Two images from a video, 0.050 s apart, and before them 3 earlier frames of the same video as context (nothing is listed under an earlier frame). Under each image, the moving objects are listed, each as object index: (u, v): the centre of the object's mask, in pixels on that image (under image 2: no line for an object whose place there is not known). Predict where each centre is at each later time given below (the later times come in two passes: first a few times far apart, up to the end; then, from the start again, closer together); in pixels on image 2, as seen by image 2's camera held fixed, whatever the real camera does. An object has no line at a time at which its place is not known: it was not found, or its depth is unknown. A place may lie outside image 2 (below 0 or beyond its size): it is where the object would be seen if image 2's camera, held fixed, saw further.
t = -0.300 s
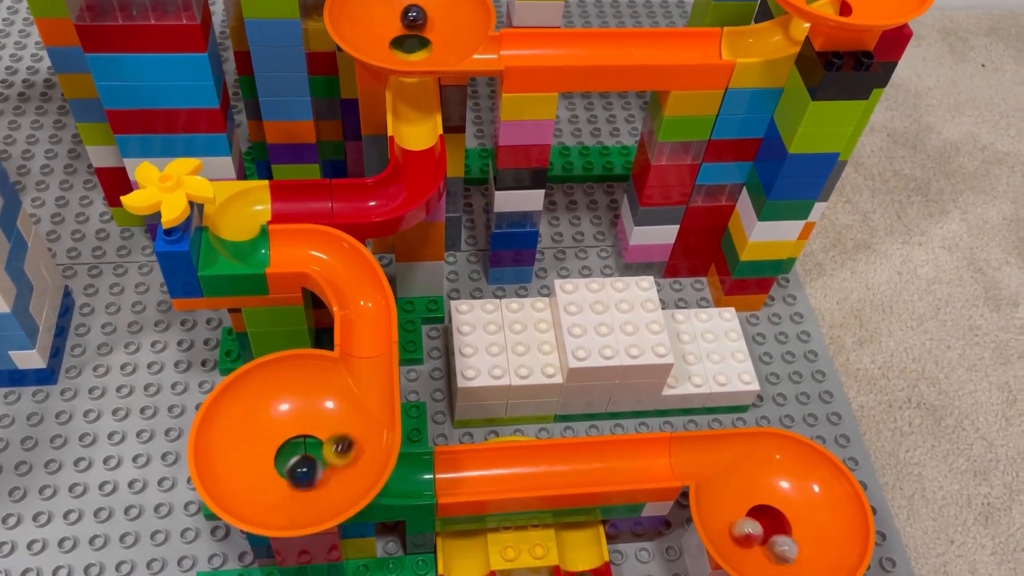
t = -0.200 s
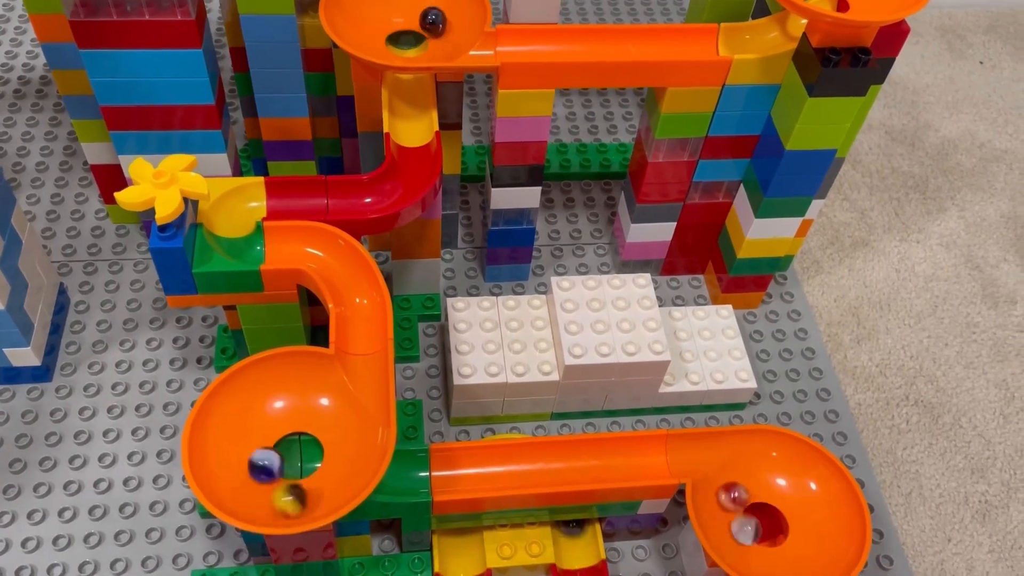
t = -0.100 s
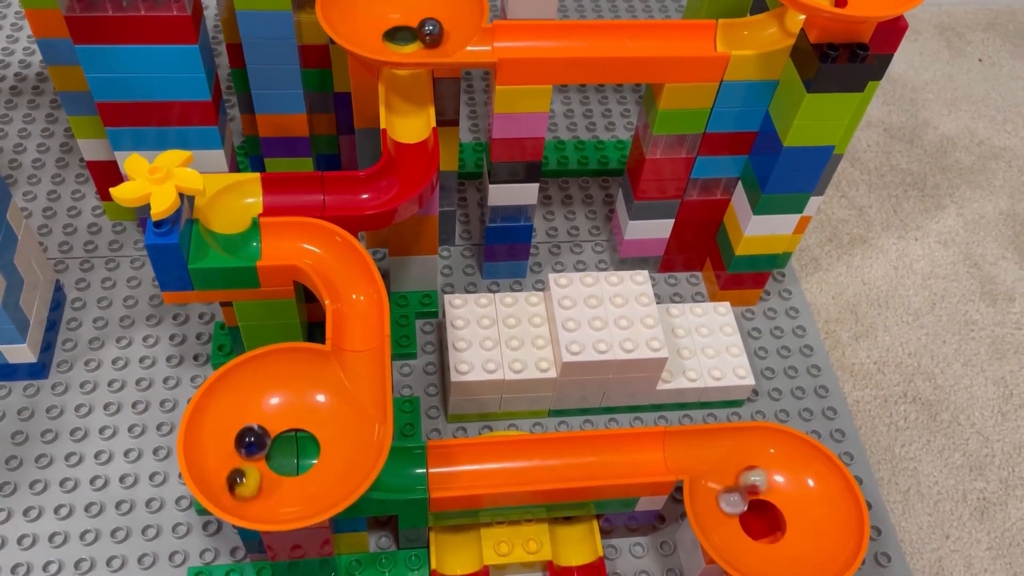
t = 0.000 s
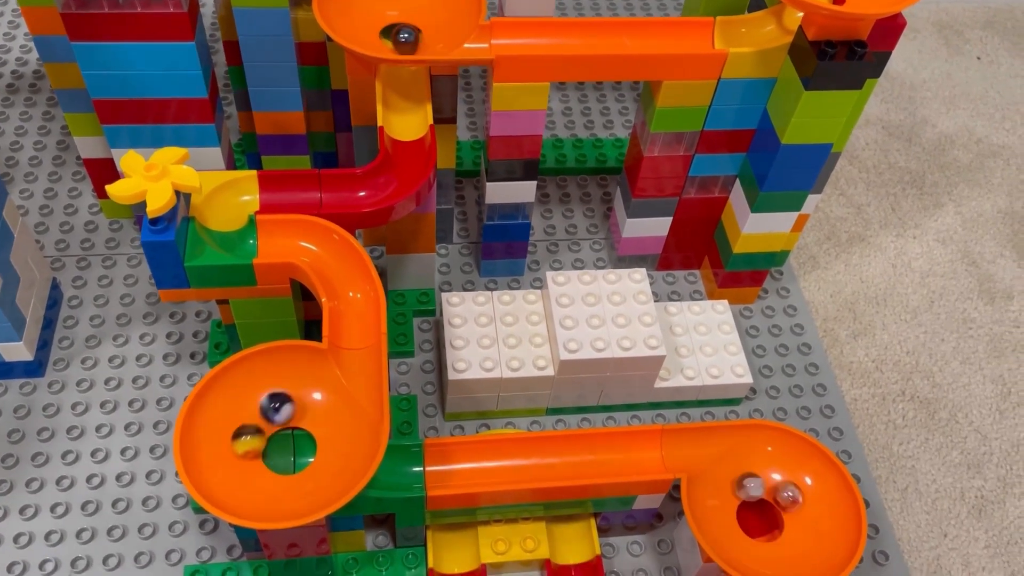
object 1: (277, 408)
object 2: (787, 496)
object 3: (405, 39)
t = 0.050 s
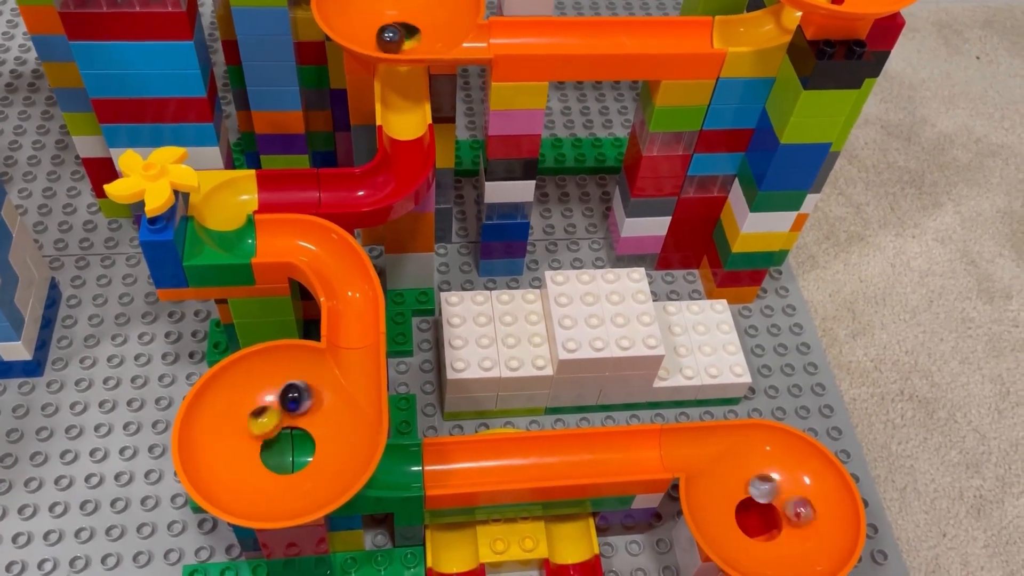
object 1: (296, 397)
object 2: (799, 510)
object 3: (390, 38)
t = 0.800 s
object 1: (325, 432)
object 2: (795, 541)
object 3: (376, 30)
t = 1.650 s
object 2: (716, 472)
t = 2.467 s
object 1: (272, 407)
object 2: (810, 549)
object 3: (413, 19)
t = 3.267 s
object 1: (314, 429)
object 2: (722, 483)
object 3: (223, 224)
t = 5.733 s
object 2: (735, 508)
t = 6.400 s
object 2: (756, 517)
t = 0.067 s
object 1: (301, 397)
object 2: (802, 516)
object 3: (386, 38)
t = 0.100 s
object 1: (315, 397)
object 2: (802, 526)
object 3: (378, 36)
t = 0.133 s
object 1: (324, 403)
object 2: (800, 536)
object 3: (372, 31)
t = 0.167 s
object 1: (331, 414)
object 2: (794, 542)
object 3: (370, 26)
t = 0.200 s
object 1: (331, 428)
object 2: (783, 545)
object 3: (370, 21)
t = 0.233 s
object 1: (326, 445)
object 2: (772, 544)
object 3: (373, 16)
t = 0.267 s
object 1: (316, 460)
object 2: (759, 538)
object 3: (379, 13)
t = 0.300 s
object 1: (303, 473)
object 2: (749, 530)
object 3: (386, 11)
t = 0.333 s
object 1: (286, 482)
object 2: (738, 518)
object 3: (395, 10)
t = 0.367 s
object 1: (269, 485)
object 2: (730, 507)
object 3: (404, 10)
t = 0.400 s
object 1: (255, 482)
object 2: (725, 498)
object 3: (412, 11)
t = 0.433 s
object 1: (245, 475)
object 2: (727, 489)
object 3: (418, 12)
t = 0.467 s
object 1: (240, 463)
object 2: (731, 483)
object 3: (423, 15)
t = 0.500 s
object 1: (241, 449)
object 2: (739, 479)
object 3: (426, 18)
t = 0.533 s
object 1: (247, 434)
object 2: (750, 479)
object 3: (426, 24)
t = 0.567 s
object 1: (257, 420)
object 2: (763, 483)
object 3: (423, 30)
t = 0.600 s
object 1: (270, 408)
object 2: (775, 488)
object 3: (418, 34)
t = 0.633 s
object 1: (284, 399)
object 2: (785, 498)
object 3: (411, 37)
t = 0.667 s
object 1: (298, 396)
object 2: (795, 508)
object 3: (403, 38)
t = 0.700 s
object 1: (309, 397)
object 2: (801, 519)
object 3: (394, 38)
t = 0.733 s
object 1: (319, 405)
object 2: (804, 529)
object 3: (387, 37)
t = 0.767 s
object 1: (325, 417)
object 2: (802, 536)
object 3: (380, 35)
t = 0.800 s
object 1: (325, 432)
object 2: (795, 541)
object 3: (376, 30)
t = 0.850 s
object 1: (317, 456)
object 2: (779, 542)
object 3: (374, 22)
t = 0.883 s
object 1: (307, 469)
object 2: (766, 539)
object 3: (375, 17)
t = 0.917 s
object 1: (294, 478)
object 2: (755, 532)
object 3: (379, 14)
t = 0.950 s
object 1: (281, 484)
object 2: (744, 524)
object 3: (385, 12)
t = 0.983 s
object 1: (267, 484)
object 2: (735, 514)
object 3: (392, 11)
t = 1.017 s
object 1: (256, 479)
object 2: (730, 503)
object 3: (400, 11)
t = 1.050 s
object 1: (249, 469)
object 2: (726, 493)
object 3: (407, 12)
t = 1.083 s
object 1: (247, 457)
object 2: (728, 486)
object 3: (413, 13)
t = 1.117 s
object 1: (248, 442)
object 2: (735, 482)
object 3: (418, 16)
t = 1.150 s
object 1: (254, 427)
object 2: (745, 482)
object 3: (421, 19)
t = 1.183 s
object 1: (263, 414)
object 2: (757, 483)
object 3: (422, 25)
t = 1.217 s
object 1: (274, 403)
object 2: (769, 487)
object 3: (421, 30)
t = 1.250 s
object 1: (286, 398)
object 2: (780, 494)
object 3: (417, 34)
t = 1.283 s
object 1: (298, 397)
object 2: (793, 508)
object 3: (411, 38)
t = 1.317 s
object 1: (308, 401)
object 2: (804, 524)
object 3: (405, 38)
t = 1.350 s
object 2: (810, 535)
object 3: (397, 38)
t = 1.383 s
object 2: (810, 547)
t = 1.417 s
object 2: (799, 554)
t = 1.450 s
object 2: (777, 553)
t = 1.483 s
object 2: (754, 551)
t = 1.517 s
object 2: (738, 540)
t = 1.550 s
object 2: (722, 525)
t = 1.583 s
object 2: (713, 504)
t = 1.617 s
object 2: (709, 486)
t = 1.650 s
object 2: (716, 472)
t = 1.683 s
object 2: (728, 465)
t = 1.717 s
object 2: (748, 464)
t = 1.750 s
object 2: (769, 469)
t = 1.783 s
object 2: (790, 481)
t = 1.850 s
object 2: (820, 514)
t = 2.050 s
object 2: (740, 539)
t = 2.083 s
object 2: (725, 523)
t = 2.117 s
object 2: (716, 502)
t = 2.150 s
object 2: (712, 486)
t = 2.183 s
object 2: (720, 473)
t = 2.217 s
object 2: (732, 466)
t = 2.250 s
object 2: (749, 466)
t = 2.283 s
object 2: (770, 471)
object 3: (377, 16)
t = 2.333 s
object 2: (797, 489)
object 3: (385, 15)
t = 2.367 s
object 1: (251, 437)
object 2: (810, 504)
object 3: (393, 15)
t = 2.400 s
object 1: (255, 424)
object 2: (819, 522)
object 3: (400, 15)
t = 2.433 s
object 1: (262, 415)
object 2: (819, 538)
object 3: (408, 17)
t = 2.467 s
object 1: (272, 407)
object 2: (810, 549)
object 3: (413, 19)
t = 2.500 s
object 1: (282, 404)
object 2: (795, 554)
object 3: (411, 27)
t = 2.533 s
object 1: (294, 404)
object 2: (776, 552)
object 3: (400, 35)
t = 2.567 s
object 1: (304, 409)
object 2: (753, 547)
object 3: (395, 42)
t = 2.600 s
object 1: (312, 417)
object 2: (736, 536)
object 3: (404, 44)
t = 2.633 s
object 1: (317, 427)
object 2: (725, 520)
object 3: (409, 70)
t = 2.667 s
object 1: (319, 439)
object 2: (719, 501)
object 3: (404, 78)
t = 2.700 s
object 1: (318, 451)
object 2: (716, 485)
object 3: (398, 102)
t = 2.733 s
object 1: (314, 462)
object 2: (723, 474)
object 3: (403, 126)
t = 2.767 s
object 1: (306, 469)
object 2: (735, 467)
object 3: (412, 134)
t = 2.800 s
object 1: (295, 475)
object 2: (751, 468)
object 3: (411, 147)
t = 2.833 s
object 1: (283, 477)
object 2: (769, 473)
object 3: (403, 162)
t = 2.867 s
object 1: (272, 475)
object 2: (787, 483)
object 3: (398, 177)
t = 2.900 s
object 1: (263, 469)
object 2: (802, 498)
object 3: (391, 185)
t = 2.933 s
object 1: (256, 459)
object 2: (812, 513)
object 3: (376, 191)
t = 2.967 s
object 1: (252, 448)
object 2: (816, 529)
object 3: (357, 193)
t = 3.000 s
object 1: (250, 437)
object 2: (813, 542)
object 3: (338, 194)
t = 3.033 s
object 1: (253, 426)
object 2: (802, 552)
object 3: (318, 195)
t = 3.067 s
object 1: (260, 416)
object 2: (787, 554)
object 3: (297, 195)
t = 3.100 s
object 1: (268, 410)
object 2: (769, 550)
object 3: (278, 195)
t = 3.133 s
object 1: (278, 407)
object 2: (748, 541)
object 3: (258, 195)
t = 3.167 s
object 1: (289, 408)
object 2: (734, 530)
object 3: (238, 199)
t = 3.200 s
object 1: (300, 412)
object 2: (722, 515)
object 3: (221, 203)
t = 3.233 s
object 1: (309, 419)
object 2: (719, 500)
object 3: (216, 216)
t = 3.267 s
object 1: (314, 429)
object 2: (722, 483)
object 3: (223, 224)
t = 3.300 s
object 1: (318, 439)
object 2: (725, 475)
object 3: (227, 233)
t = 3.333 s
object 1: (318, 449)
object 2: (739, 471)
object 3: (230, 241)
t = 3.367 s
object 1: (314, 459)
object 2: (753, 470)
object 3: (237, 243)
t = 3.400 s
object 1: (307, 467)
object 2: (769, 475)
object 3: (249, 243)
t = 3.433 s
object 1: (298, 472)
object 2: (785, 485)
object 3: (261, 241)
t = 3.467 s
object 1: (287, 474)
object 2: (800, 497)
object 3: (272, 242)
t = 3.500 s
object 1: (276, 472)
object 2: (810, 512)
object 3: (284, 243)
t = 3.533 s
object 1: (266, 467)
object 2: (813, 526)
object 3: (296, 244)
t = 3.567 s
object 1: (257, 460)
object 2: (811, 537)
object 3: (310, 245)
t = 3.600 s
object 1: (252, 451)
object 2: (801, 546)
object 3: (325, 249)
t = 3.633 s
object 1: (250, 441)
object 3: (338, 265)
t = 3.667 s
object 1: (251, 430)
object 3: (352, 292)
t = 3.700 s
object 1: (256, 422)
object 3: (360, 318)
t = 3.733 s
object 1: (264, 415)
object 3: (356, 342)
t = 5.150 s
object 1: (292, 419)
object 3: (256, 419)
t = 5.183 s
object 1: (307, 419)
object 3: (270, 405)
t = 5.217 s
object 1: (319, 421)
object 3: (285, 395)
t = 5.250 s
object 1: (328, 425)
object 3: (302, 391)
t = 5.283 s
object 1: (331, 431)
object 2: (776, 491)
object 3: (315, 395)
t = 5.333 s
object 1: (328, 444)
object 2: (788, 501)
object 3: (327, 410)
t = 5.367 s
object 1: (320, 457)
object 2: (794, 509)
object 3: (327, 421)
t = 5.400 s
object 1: (308, 467)
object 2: (794, 516)
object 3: (322, 434)
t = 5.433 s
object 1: (293, 475)
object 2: (793, 523)
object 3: (313, 447)
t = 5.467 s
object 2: (789, 530)
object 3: (301, 457)
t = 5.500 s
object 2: (783, 535)
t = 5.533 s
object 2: (775, 537)
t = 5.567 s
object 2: (767, 536)
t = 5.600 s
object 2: (758, 534)
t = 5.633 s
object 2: (748, 529)
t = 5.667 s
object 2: (742, 523)
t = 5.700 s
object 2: (738, 516)
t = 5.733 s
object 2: (735, 508)
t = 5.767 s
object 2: (735, 502)
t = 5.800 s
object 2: (738, 496)
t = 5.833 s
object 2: (743, 492)
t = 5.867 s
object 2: (751, 490)
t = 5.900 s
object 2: (759, 490)
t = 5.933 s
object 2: (767, 491)
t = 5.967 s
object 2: (774, 494)
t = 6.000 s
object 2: (782, 499)
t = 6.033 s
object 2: (789, 505)
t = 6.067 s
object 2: (793, 510)
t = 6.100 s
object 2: (794, 516)
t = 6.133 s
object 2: (794, 521)
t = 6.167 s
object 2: (790, 527)
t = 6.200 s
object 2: (783, 531)
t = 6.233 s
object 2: (774, 532)
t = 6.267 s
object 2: (766, 531)
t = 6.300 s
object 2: (756, 525)
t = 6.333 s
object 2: (750, 517)
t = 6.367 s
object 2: (748, 521)
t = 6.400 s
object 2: (756, 517)
